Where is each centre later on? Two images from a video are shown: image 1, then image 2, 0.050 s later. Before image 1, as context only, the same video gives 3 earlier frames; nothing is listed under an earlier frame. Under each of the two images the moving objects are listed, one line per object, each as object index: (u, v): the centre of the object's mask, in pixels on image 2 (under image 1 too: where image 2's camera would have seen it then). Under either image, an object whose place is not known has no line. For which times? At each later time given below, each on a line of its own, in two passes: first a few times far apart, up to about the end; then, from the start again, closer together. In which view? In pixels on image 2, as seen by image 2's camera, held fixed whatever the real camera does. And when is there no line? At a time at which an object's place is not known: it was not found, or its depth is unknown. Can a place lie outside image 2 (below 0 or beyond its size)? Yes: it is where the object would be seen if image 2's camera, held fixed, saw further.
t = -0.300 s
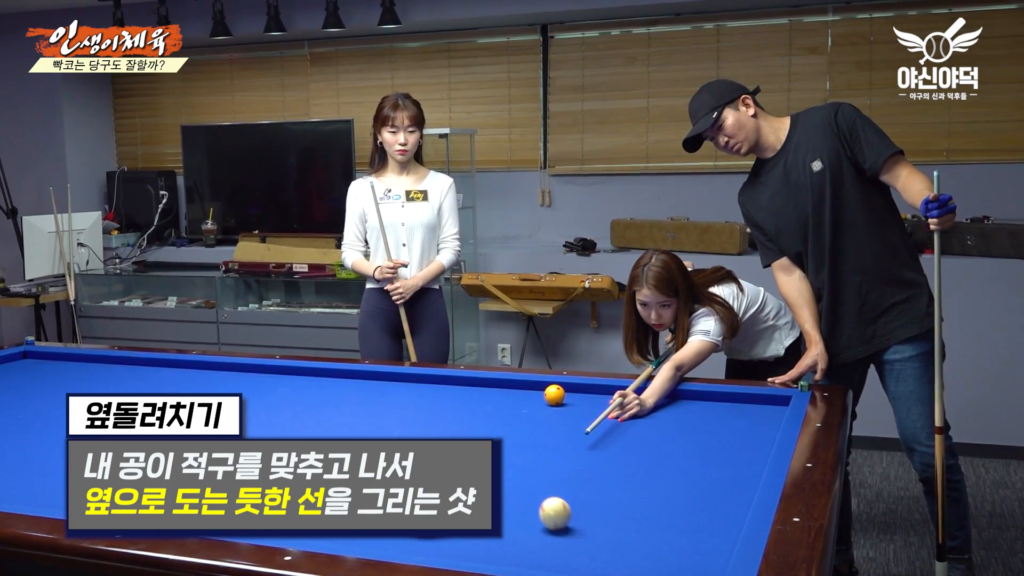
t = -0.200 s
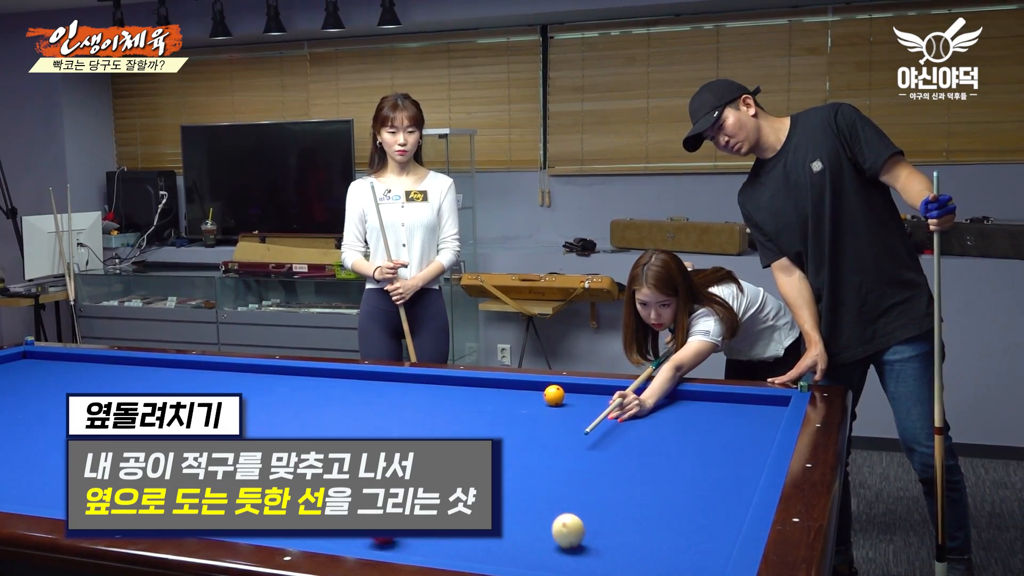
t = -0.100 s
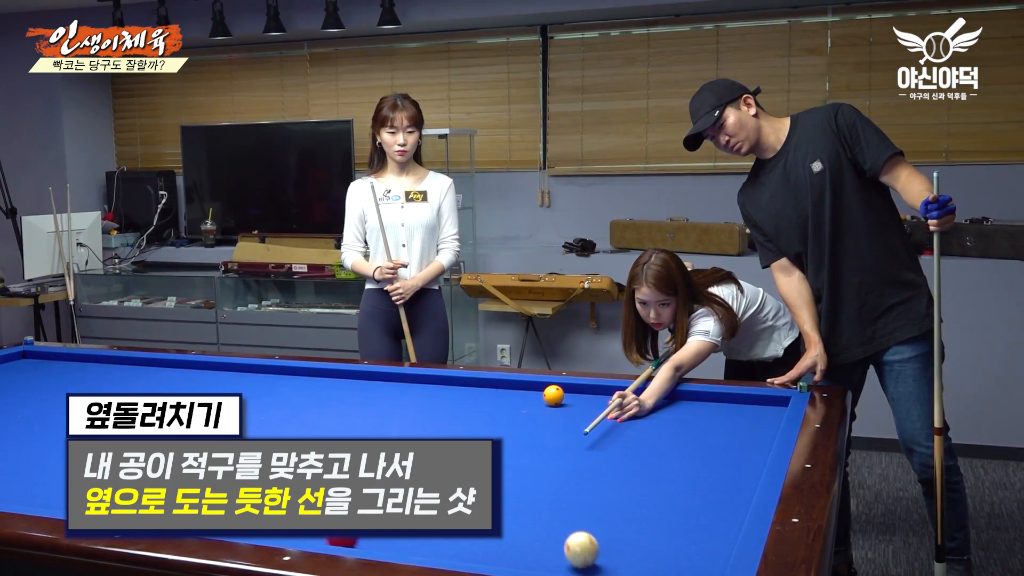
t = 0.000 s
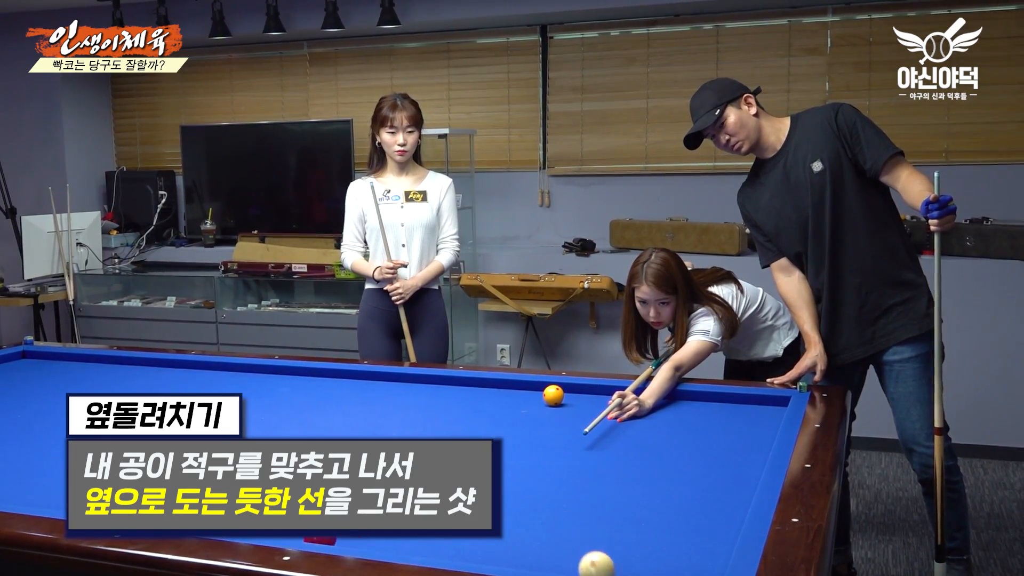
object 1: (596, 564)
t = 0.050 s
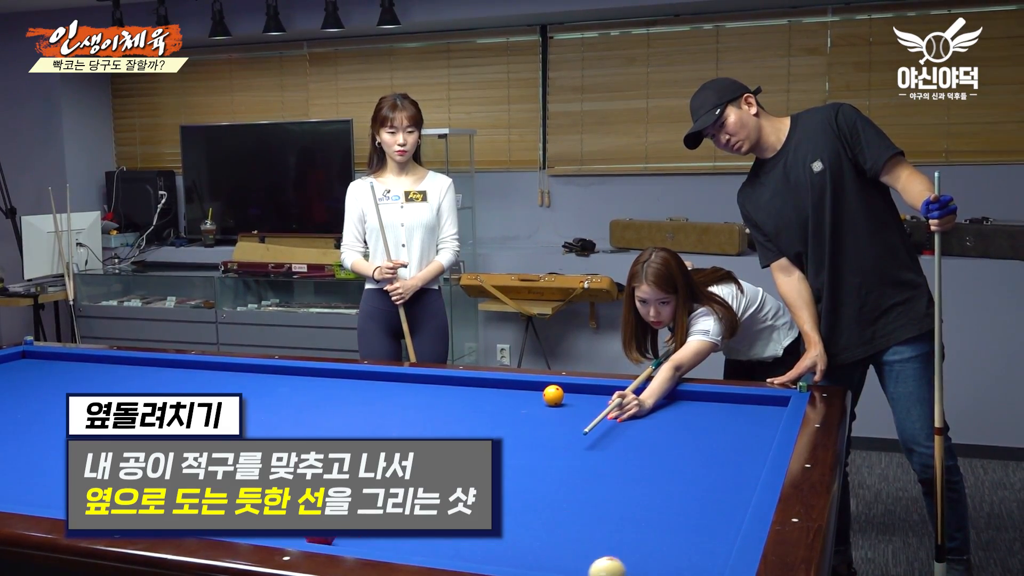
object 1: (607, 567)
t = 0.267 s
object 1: (664, 555)
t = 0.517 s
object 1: (719, 538)
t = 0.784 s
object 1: (697, 516)
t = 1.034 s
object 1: (679, 501)
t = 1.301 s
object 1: (663, 485)
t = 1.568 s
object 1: (651, 469)
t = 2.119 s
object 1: (630, 448)
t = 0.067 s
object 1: (612, 566)
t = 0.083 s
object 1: (616, 565)
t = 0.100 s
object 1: (621, 564)
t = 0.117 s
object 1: (626, 563)
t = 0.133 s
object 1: (630, 563)
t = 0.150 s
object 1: (635, 562)
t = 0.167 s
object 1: (639, 561)
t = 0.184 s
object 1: (643, 560)
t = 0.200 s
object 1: (648, 559)
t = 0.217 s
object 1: (652, 558)
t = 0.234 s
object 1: (656, 558)
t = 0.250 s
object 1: (660, 556)
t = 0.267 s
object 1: (664, 555)
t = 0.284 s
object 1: (668, 554)
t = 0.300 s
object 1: (672, 553)
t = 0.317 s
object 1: (676, 552)
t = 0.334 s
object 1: (680, 551)
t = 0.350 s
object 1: (683, 550)
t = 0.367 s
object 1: (687, 549)
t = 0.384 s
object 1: (691, 548)
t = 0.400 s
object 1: (695, 546)
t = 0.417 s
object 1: (699, 545)
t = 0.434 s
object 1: (703, 544)
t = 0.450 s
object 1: (706, 543)
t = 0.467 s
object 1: (710, 542)
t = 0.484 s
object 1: (713, 540)
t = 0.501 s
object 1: (717, 540)
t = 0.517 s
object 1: (719, 538)
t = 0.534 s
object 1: (717, 537)
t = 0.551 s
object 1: (716, 535)
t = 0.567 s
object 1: (714, 534)
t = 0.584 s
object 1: (713, 533)
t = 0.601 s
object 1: (711, 531)
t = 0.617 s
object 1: (710, 530)
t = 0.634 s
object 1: (709, 528)
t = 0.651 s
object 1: (707, 527)
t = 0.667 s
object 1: (706, 525)
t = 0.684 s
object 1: (705, 524)
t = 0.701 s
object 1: (704, 522)
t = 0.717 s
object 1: (702, 521)
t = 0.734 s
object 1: (701, 520)
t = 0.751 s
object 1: (700, 518)
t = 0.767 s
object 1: (698, 517)
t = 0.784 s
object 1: (697, 516)
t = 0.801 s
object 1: (696, 514)
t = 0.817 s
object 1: (694, 513)
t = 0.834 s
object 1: (693, 512)
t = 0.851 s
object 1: (692, 511)
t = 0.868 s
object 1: (691, 510)
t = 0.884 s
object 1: (689, 509)
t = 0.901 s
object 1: (688, 508)
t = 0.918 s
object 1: (687, 507)
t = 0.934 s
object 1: (686, 506)
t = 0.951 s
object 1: (685, 505)
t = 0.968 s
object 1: (683, 504)
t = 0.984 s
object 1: (682, 503)
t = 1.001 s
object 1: (681, 503)
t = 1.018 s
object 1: (680, 502)
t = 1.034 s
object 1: (679, 501)
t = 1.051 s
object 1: (678, 500)
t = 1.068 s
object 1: (677, 499)
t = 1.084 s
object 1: (676, 498)
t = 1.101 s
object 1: (675, 497)
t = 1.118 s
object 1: (674, 496)
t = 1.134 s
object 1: (673, 495)
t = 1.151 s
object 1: (672, 494)
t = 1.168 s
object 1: (671, 493)
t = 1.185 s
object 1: (670, 492)
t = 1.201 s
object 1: (669, 491)
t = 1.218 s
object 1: (668, 490)
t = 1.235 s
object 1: (667, 489)
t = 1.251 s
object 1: (666, 488)
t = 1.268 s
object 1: (665, 487)
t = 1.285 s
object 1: (664, 486)
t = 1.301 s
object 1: (663, 485)
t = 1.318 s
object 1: (662, 484)
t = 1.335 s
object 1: (662, 483)
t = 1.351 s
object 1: (661, 482)
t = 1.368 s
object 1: (660, 480)
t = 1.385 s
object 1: (659, 479)
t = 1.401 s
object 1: (658, 478)
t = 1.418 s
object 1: (658, 477)
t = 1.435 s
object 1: (657, 476)
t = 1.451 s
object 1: (656, 475)
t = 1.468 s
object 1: (656, 474)
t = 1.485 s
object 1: (655, 473)
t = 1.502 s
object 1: (654, 472)
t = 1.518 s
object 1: (653, 471)
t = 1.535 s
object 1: (653, 471)
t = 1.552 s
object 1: (652, 470)
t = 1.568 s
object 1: (651, 469)
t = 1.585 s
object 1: (650, 469)
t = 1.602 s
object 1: (650, 469)
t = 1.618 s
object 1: (649, 469)
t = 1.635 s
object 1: (648, 469)
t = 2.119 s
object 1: (630, 448)
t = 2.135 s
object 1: (630, 447)
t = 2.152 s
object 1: (629, 446)
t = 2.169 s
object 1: (628, 446)
